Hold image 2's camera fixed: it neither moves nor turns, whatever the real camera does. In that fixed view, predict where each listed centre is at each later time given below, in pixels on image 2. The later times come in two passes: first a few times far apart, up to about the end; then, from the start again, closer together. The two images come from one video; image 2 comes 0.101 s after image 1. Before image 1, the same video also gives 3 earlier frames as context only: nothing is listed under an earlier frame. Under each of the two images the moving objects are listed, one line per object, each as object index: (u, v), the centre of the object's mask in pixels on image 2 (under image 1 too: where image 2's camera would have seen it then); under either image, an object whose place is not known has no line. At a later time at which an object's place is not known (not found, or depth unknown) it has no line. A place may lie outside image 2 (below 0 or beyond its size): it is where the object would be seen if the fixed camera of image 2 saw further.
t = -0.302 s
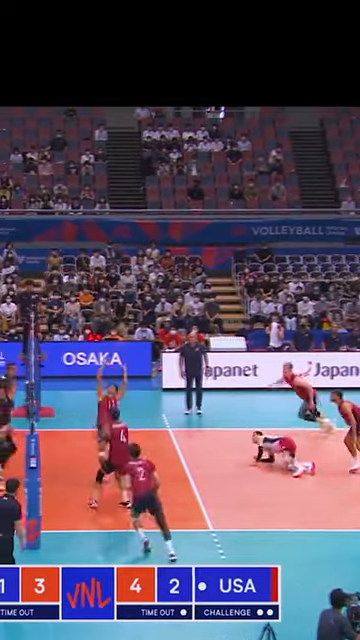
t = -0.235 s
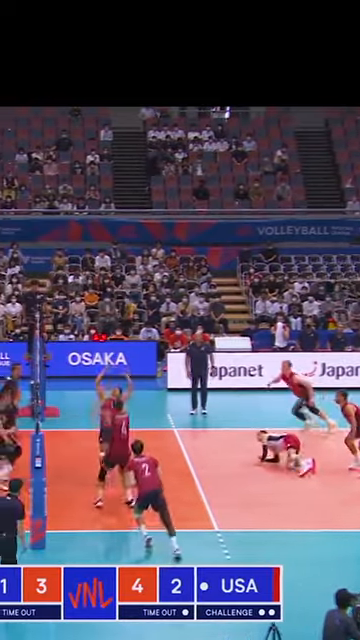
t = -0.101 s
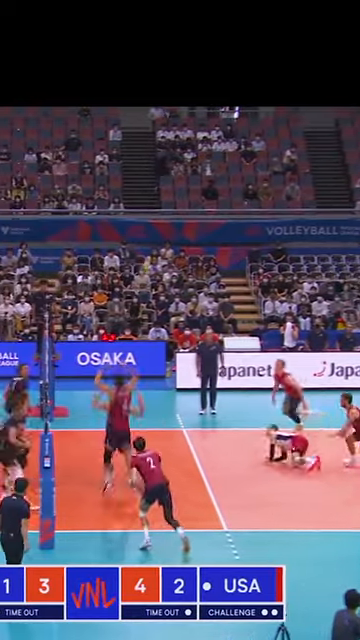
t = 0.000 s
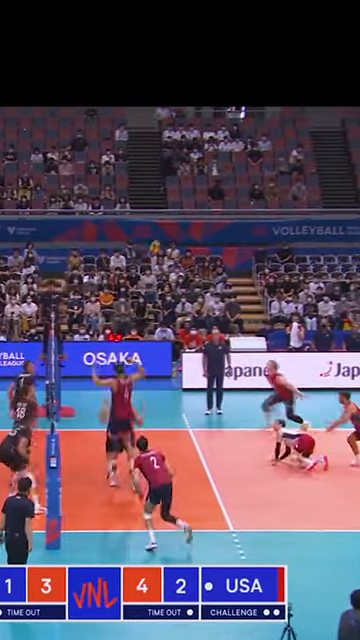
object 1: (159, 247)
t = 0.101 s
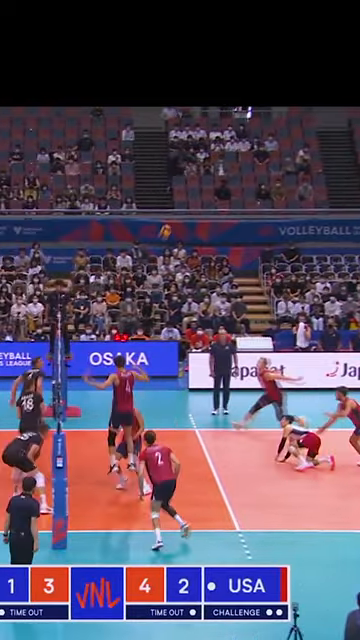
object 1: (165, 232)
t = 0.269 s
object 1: (172, 217)
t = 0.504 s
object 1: (183, 217)
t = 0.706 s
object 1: (192, 239)
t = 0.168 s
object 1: (168, 224)
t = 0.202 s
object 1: (170, 221)
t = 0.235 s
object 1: (172, 219)
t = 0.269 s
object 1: (172, 217)
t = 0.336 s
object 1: (176, 212)
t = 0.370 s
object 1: (177, 213)
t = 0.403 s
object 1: (178, 213)
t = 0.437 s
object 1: (180, 214)
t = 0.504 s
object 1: (183, 217)
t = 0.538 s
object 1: (185, 219)
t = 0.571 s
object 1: (186, 221)
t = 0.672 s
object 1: (190, 233)
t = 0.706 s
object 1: (192, 239)
